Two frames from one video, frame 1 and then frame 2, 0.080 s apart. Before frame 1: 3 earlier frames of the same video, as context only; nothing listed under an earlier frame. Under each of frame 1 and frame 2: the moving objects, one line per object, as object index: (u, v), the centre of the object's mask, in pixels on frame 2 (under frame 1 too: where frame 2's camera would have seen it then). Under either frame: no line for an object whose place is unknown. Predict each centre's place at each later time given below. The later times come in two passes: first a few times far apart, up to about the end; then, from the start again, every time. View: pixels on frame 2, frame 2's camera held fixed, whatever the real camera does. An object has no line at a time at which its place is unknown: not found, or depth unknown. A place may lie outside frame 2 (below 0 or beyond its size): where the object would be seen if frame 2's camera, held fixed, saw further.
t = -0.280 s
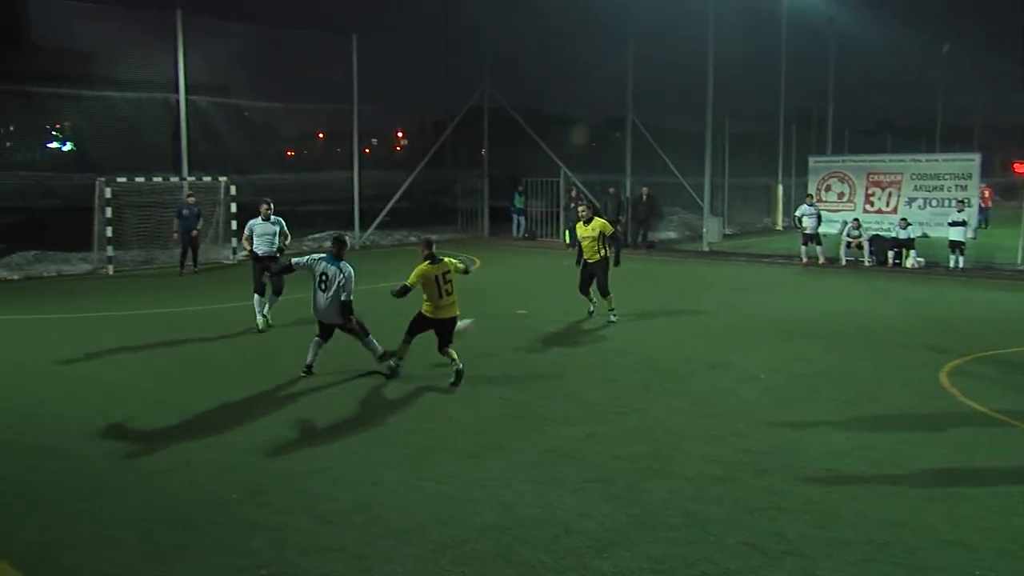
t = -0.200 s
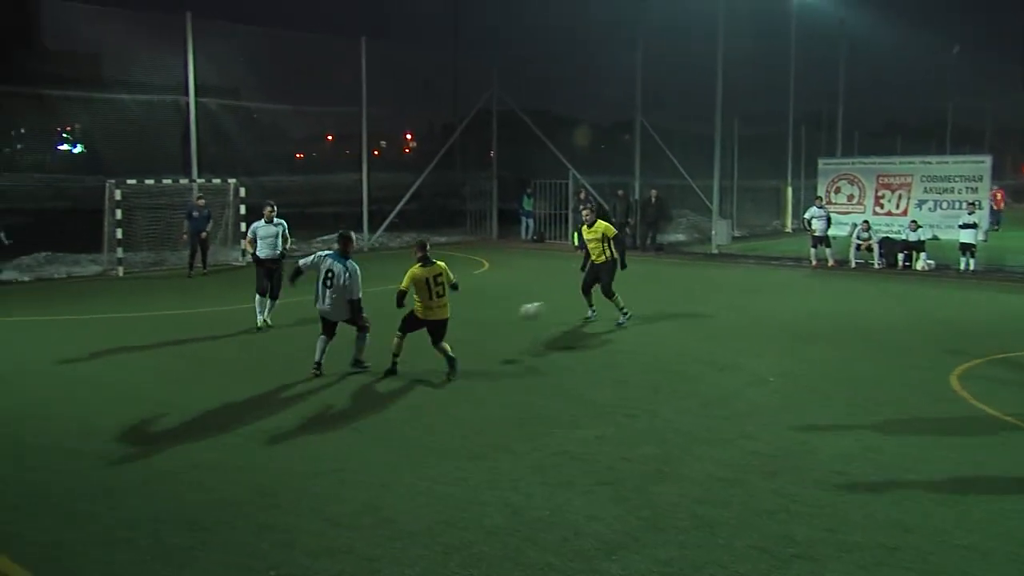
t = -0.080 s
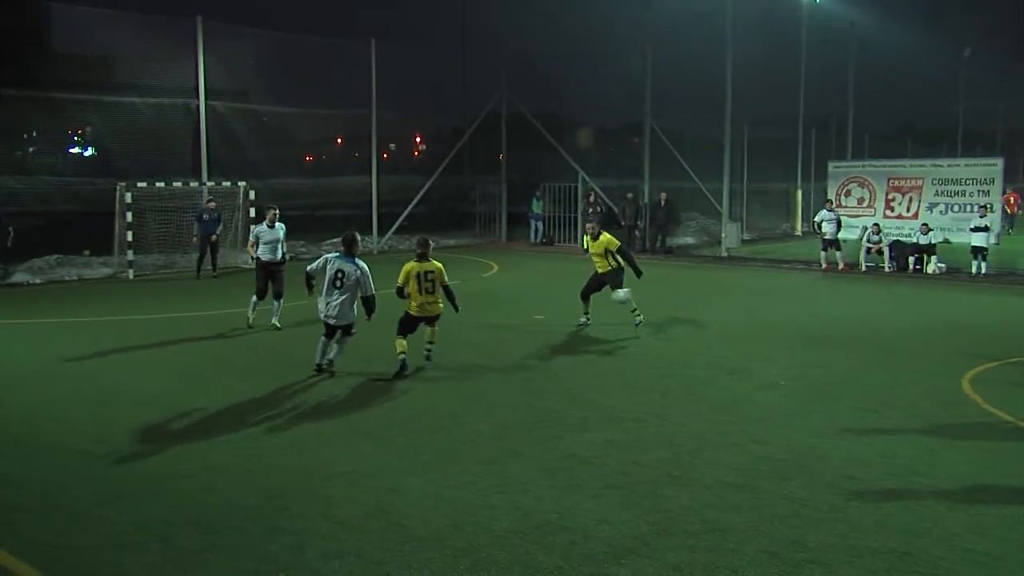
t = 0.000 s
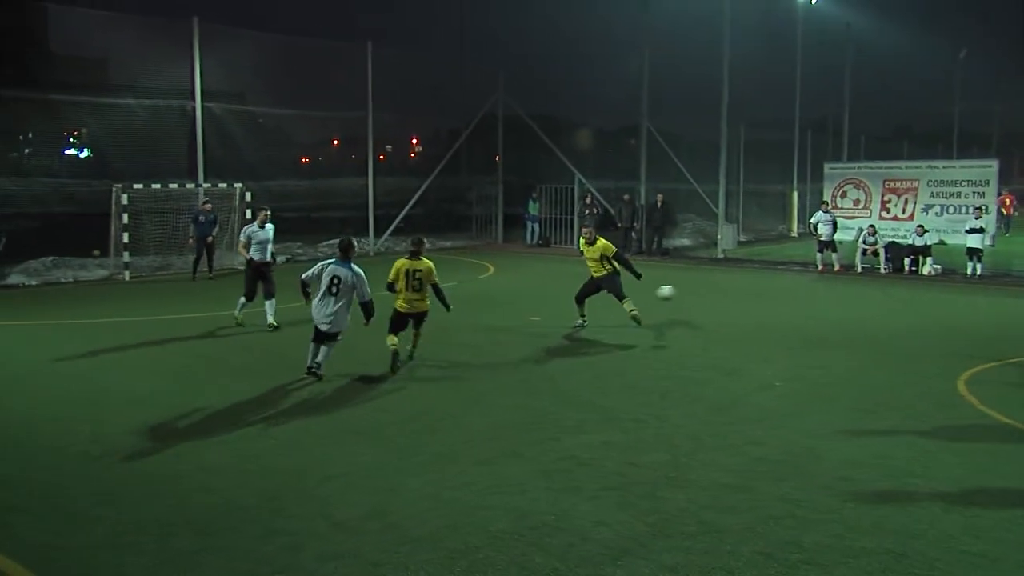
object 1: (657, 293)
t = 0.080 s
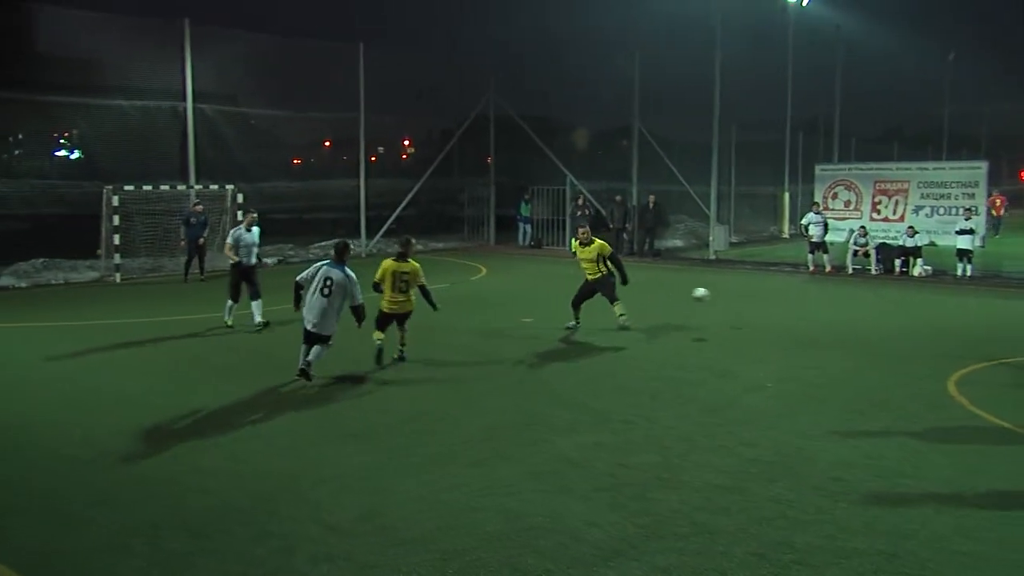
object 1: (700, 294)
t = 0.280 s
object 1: (793, 313)
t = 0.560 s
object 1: (880, 294)
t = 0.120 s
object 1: (721, 296)
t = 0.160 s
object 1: (740, 299)
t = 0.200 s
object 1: (758, 303)
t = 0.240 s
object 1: (776, 307)
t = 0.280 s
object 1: (793, 313)
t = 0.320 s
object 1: (807, 307)
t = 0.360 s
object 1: (820, 302)
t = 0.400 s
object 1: (833, 299)
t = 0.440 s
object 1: (846, 296)
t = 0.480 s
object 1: (857, 294)
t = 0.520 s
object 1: (868, 294)
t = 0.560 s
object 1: (880, 294)
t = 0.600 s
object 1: (891, 295)
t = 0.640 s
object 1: (900, 296)
